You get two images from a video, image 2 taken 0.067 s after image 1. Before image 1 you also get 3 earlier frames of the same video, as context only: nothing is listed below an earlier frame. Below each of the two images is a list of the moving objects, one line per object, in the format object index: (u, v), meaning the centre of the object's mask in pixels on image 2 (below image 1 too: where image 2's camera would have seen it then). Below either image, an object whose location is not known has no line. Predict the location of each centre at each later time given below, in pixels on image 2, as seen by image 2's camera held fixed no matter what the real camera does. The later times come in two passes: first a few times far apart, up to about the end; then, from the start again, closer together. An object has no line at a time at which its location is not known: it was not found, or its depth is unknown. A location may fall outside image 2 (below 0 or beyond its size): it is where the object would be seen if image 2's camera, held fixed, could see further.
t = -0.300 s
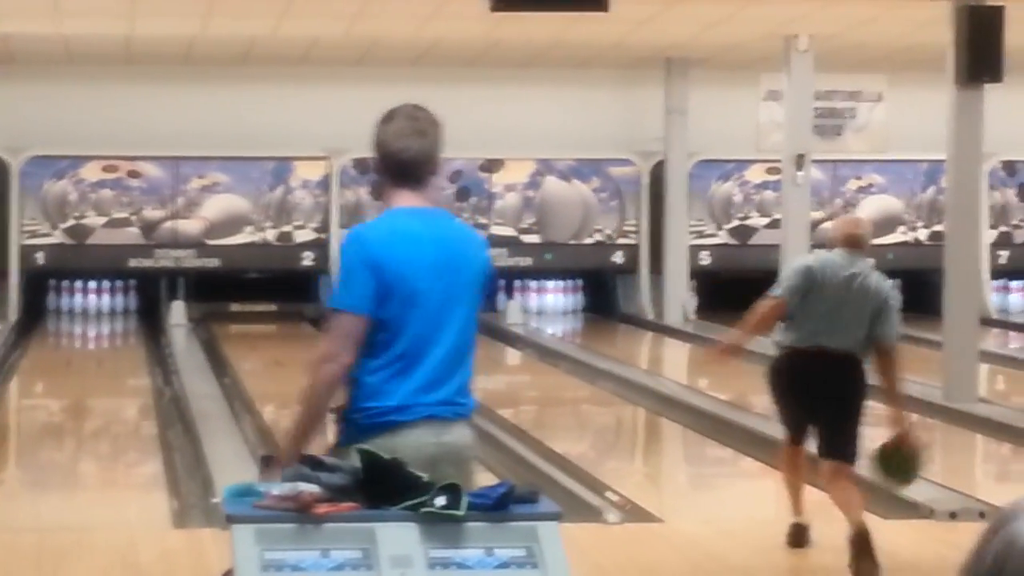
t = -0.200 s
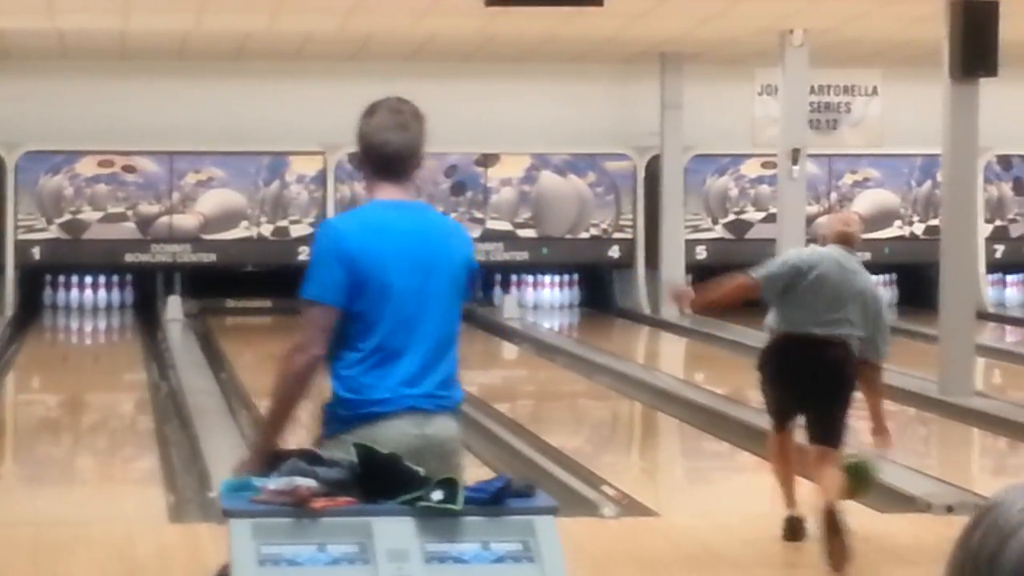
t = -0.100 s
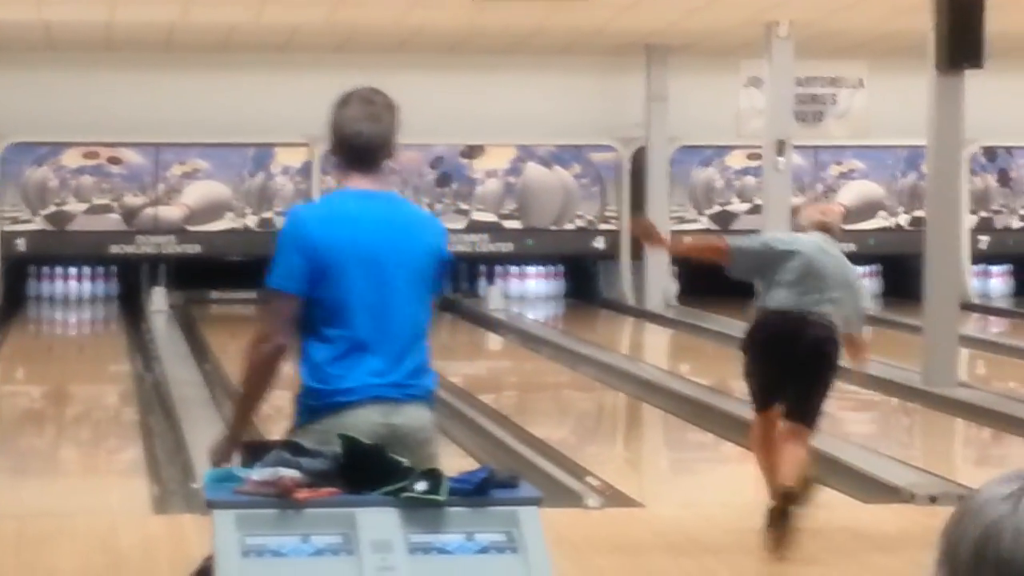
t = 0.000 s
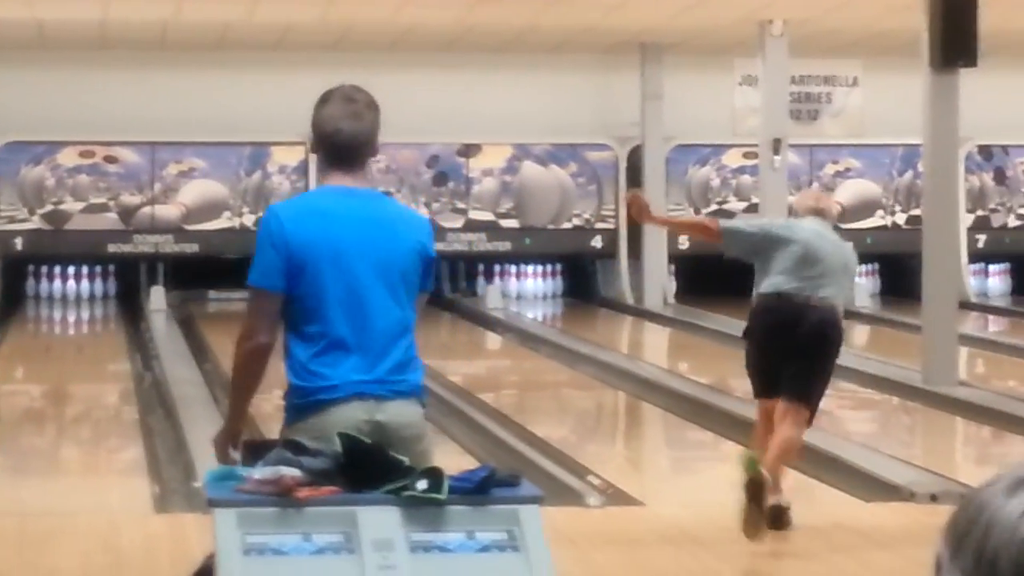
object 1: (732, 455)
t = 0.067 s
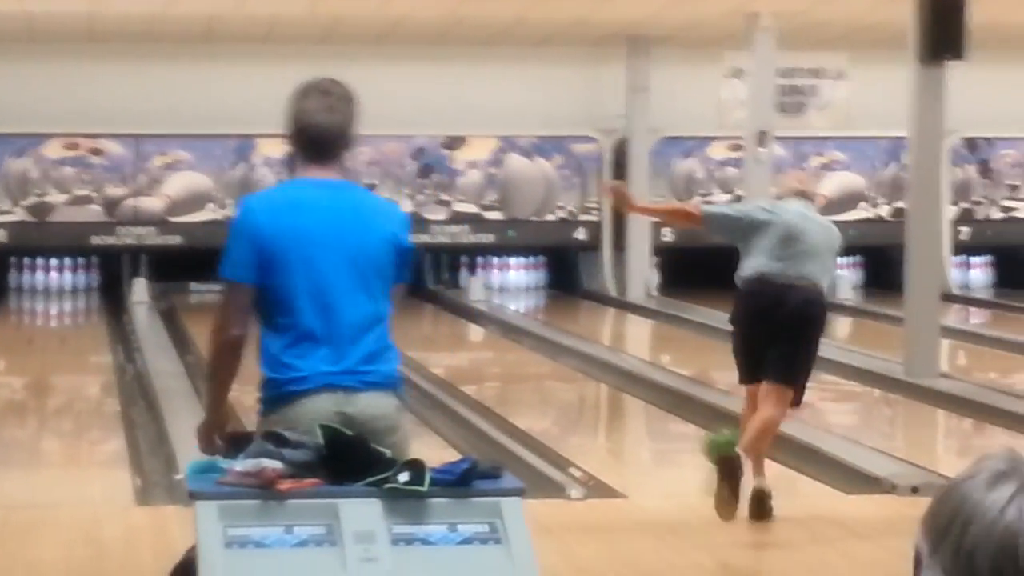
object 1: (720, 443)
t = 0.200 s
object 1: (688, 429)
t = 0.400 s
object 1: (638, 406)
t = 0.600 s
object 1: (596, 384)
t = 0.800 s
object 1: (560, 369)
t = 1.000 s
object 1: (529, 350)
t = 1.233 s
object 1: (498, 334)
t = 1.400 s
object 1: (479, 327)
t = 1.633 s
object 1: (449, 313)
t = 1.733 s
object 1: (442, 309)
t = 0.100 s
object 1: (713, 441)
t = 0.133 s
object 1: (704, 437)
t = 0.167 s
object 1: (696, 433)
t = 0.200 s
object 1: (688, 429)
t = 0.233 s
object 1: (678, 425)
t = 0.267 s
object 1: (668, 420)
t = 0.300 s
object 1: (660, 417)
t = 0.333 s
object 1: (653, 414)
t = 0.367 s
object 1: (646, 409)
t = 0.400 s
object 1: (638, 406)
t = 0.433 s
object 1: (630, 402)
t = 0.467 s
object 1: (622, 399)
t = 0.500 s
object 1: (615, 395)
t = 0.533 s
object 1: (608, 391)
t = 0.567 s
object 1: (602, 387)
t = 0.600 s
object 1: (596, 384)
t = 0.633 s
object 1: (591, 382)
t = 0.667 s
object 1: (585, 378)
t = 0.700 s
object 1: (579, 376)
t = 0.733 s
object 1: (575, 373)
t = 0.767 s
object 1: (567, 371)
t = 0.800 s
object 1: (560, 369)
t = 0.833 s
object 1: (556, 363)
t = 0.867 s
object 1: (551, 362)
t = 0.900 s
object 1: (545, 359)
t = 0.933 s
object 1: (539, 357)
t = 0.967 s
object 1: (534, 353)
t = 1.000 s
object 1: (529, 350)
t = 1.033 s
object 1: (525, 348)
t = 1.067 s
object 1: (519, 346)
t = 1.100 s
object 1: (515, 343)
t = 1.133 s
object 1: (513, 342)
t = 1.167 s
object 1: (508, 340)
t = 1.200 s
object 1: (502, 337)
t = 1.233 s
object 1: (498, 334)
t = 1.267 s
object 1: (493, 333)
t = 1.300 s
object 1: (490, 332)
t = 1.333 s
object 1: (487, 330)
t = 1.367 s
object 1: (483, 328)
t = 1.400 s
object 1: (479, 327)
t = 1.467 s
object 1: (469, 322)
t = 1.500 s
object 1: (466, 320)
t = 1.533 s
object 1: (465, 320)
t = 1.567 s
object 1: (461, 318)
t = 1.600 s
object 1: (457, 316)
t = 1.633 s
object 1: (449, 313)
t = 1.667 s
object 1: (447, 312)
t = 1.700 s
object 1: (444, 309)
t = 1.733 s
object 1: (442, 309)
